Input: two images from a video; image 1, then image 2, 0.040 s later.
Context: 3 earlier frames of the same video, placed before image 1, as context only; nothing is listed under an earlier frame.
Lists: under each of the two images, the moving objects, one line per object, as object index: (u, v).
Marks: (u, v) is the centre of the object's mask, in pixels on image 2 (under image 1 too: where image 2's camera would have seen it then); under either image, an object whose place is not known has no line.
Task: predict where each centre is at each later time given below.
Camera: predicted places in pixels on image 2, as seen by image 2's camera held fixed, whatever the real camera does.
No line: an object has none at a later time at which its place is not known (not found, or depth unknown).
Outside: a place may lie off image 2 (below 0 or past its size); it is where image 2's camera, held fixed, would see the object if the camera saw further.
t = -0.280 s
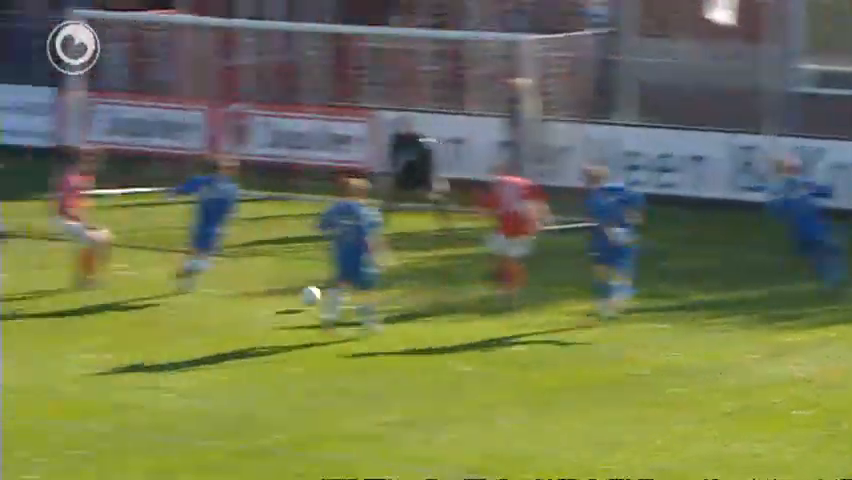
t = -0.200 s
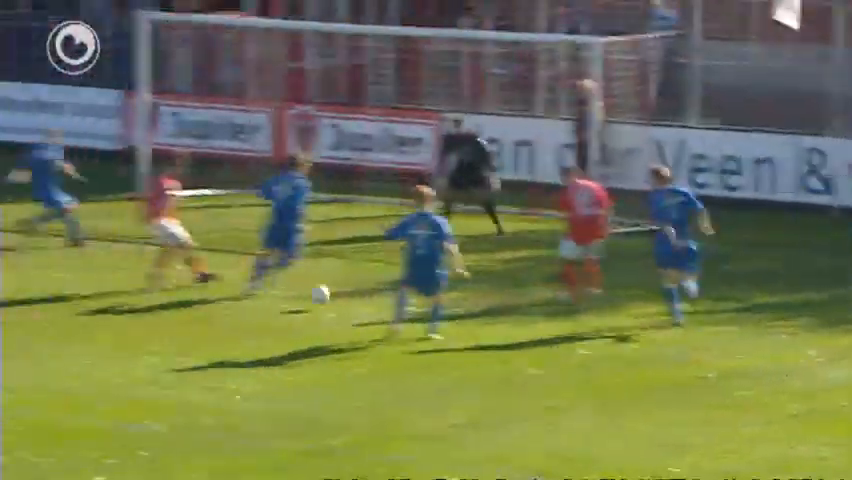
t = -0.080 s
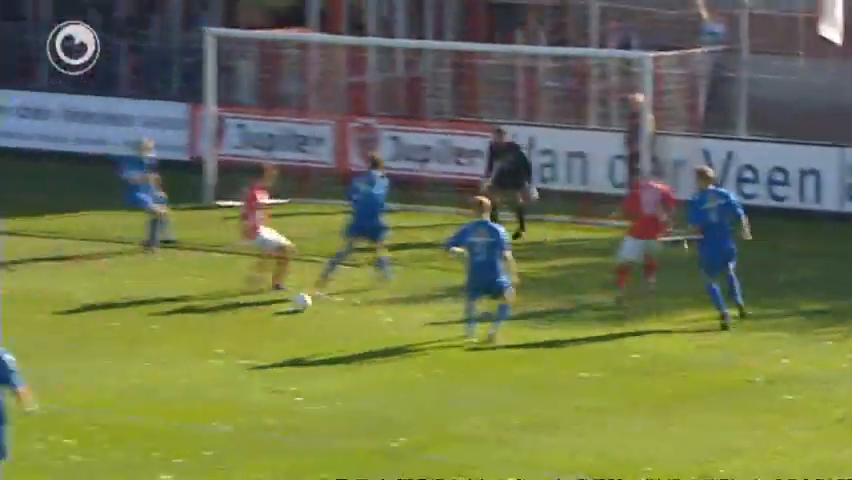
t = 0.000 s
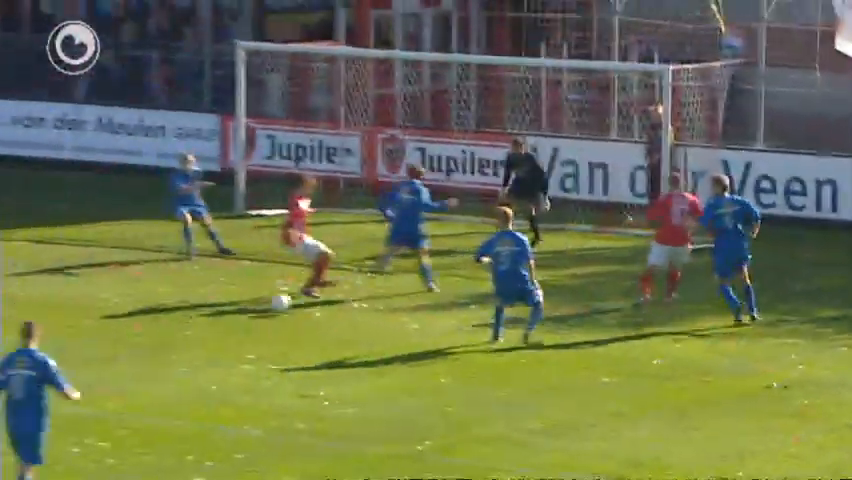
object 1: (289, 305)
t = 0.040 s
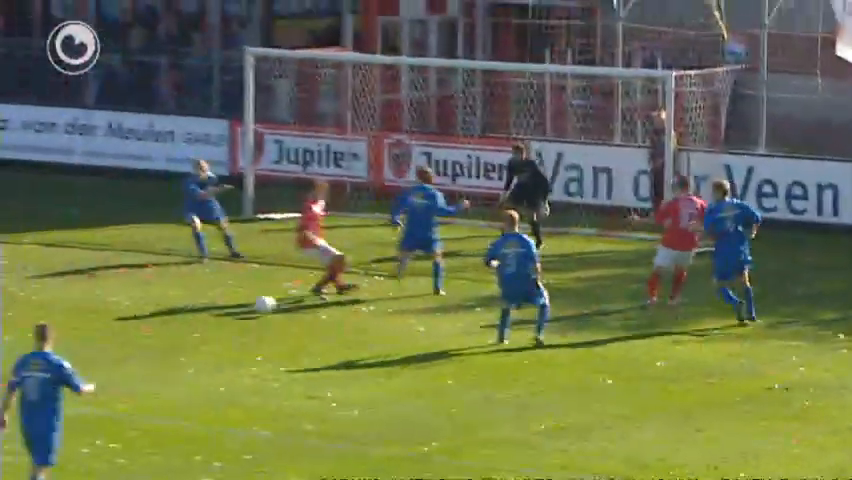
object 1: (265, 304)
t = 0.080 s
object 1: (240, 305)
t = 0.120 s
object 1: (217, 306)
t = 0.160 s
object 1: (195, 302)
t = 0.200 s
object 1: (170, 300)
